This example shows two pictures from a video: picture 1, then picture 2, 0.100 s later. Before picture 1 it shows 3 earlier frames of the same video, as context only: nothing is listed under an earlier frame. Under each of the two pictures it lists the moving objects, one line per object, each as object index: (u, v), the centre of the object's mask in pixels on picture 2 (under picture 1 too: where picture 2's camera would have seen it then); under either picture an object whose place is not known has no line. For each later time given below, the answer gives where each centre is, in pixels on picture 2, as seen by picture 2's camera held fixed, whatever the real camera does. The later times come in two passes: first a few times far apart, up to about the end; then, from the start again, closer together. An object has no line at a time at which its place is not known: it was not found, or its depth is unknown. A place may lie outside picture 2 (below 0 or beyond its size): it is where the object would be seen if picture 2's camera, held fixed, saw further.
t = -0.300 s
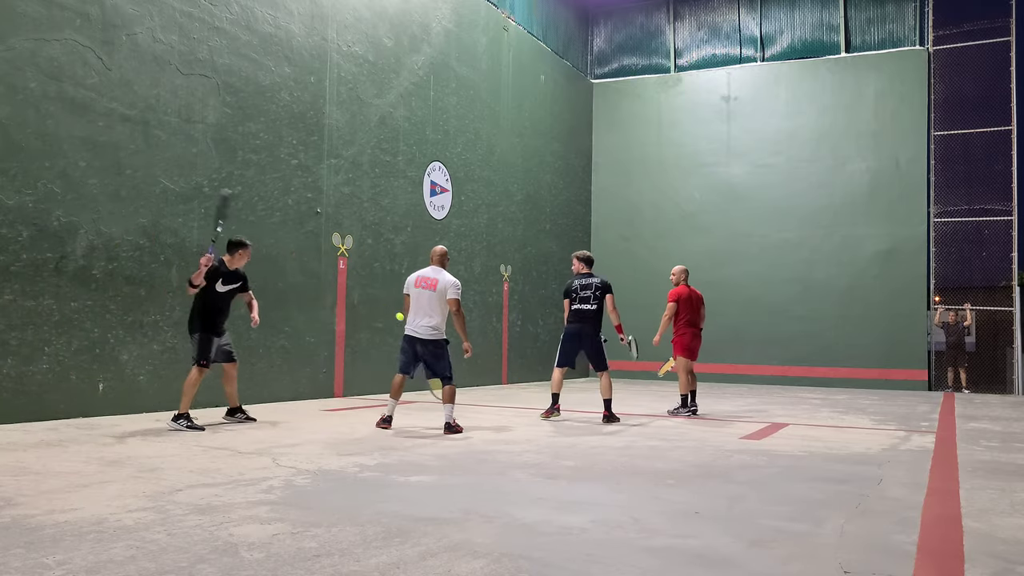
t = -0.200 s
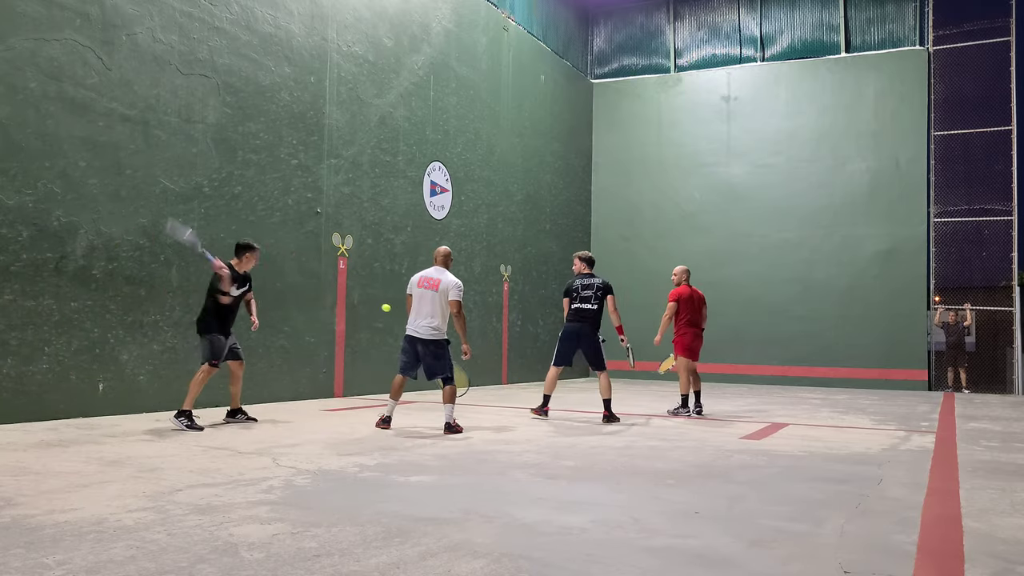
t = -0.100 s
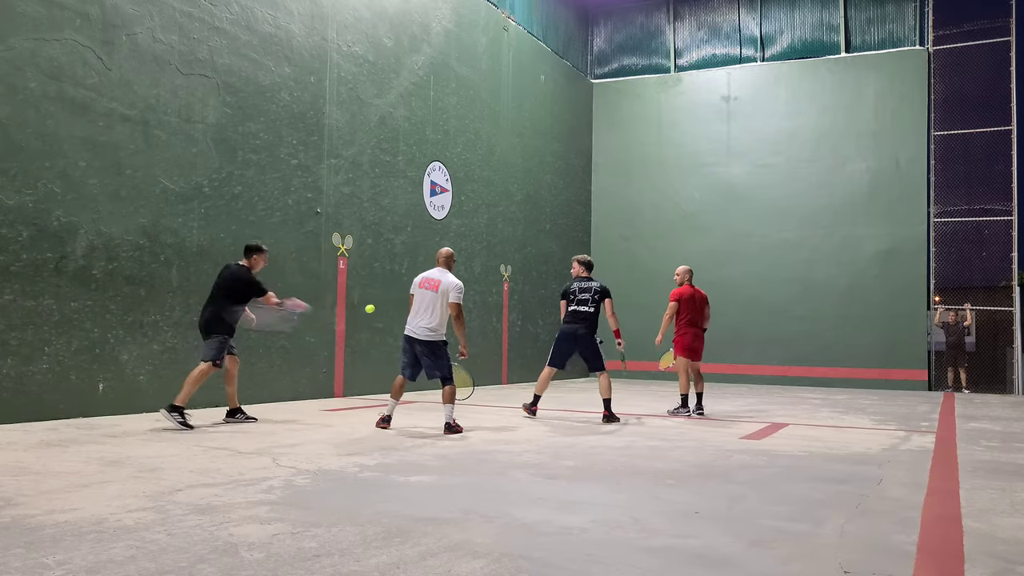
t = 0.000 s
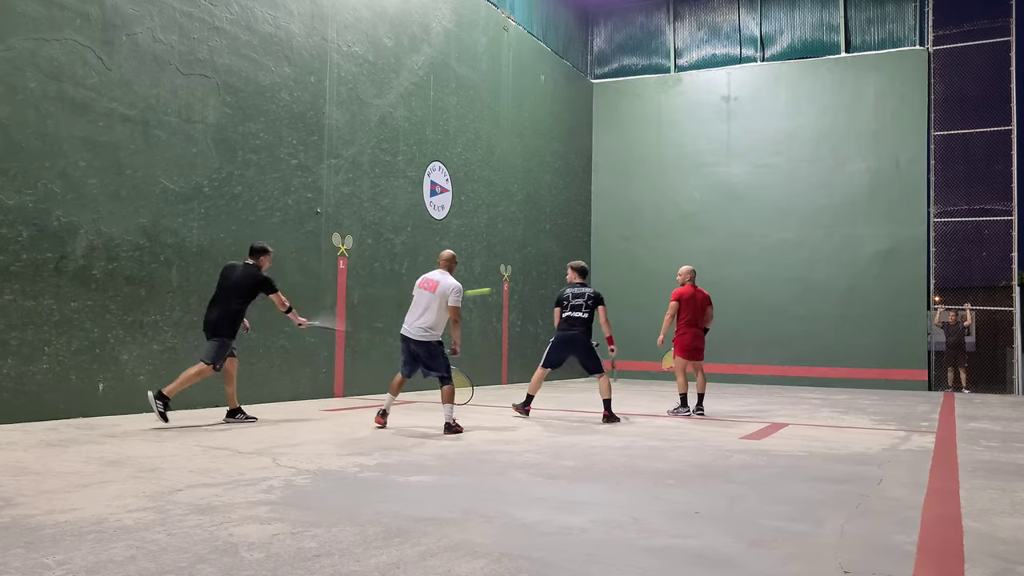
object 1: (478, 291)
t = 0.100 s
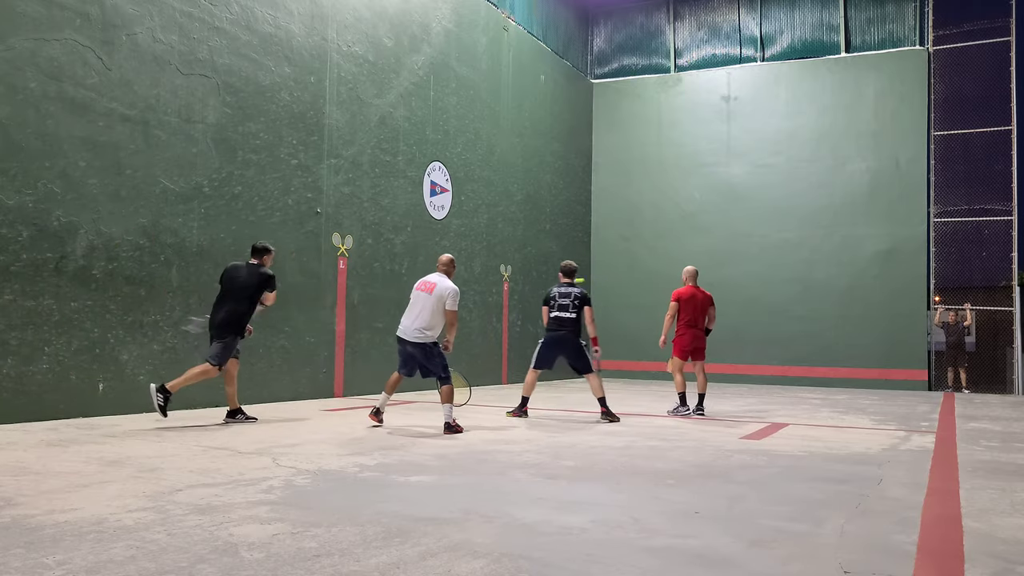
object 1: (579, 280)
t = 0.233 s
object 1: (644, 279)
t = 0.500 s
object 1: (563, 276)
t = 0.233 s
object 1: (644, 279)
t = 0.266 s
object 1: (650, 279)
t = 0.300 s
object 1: (639, 277)
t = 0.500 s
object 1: (563, 276)
